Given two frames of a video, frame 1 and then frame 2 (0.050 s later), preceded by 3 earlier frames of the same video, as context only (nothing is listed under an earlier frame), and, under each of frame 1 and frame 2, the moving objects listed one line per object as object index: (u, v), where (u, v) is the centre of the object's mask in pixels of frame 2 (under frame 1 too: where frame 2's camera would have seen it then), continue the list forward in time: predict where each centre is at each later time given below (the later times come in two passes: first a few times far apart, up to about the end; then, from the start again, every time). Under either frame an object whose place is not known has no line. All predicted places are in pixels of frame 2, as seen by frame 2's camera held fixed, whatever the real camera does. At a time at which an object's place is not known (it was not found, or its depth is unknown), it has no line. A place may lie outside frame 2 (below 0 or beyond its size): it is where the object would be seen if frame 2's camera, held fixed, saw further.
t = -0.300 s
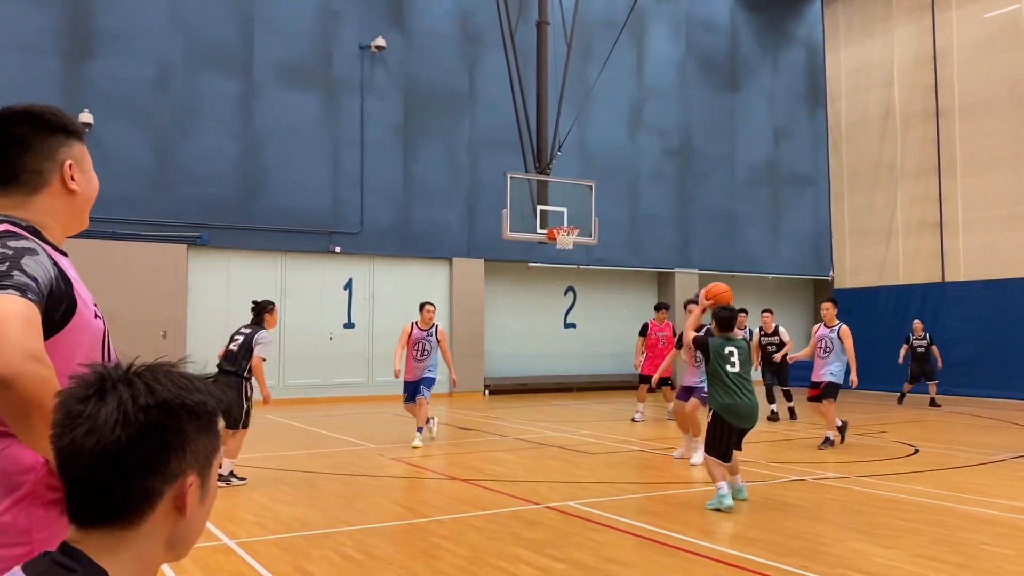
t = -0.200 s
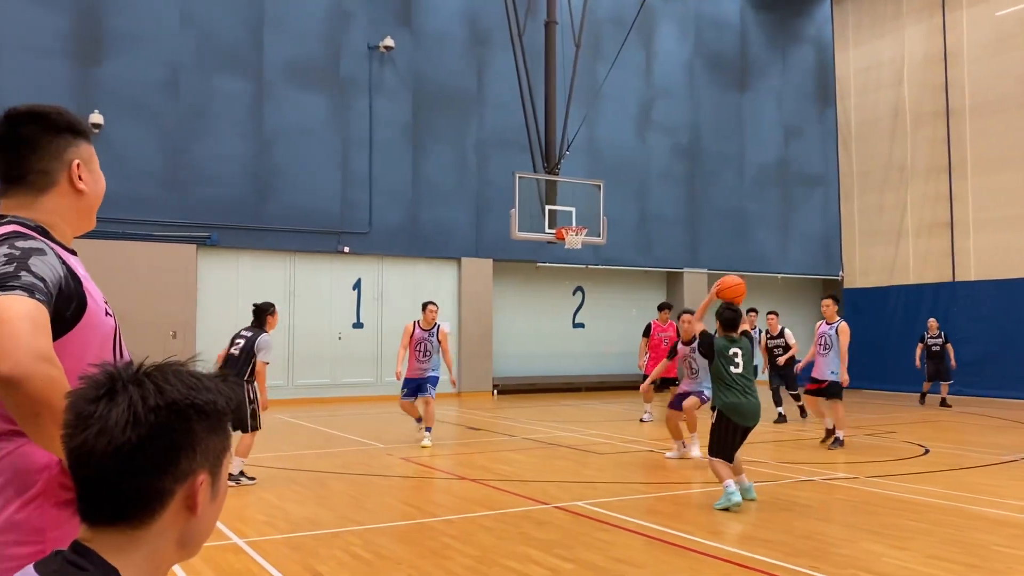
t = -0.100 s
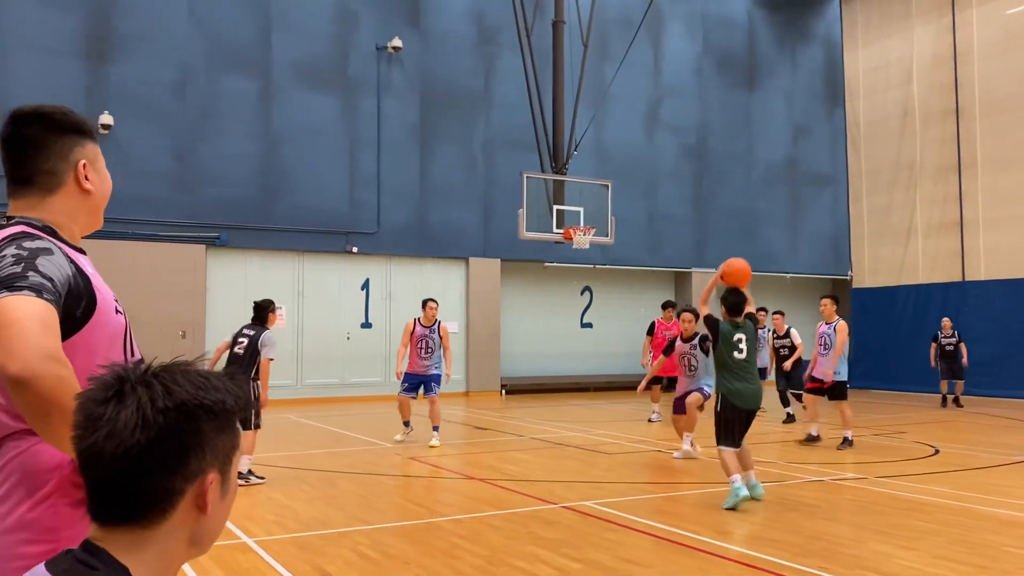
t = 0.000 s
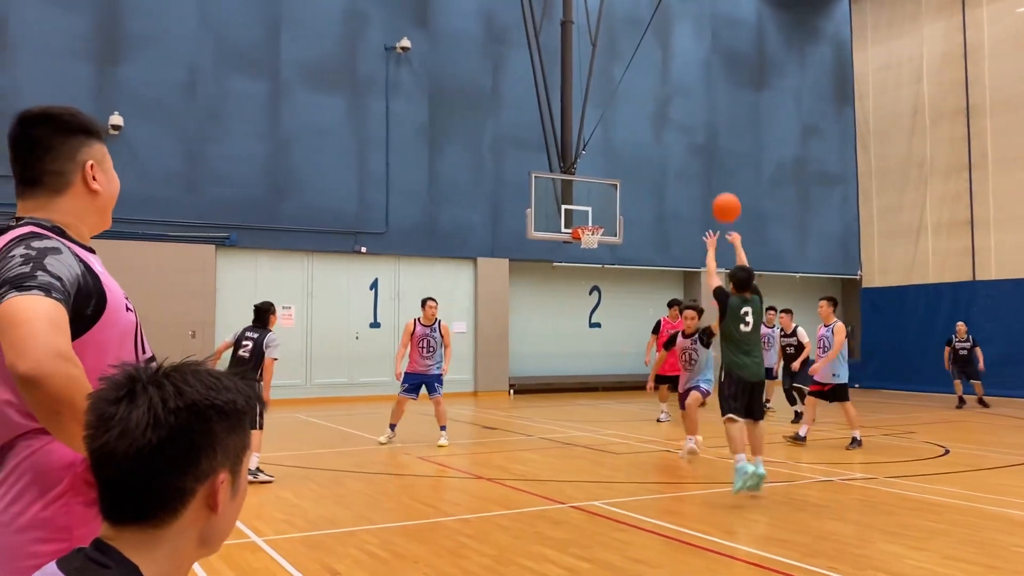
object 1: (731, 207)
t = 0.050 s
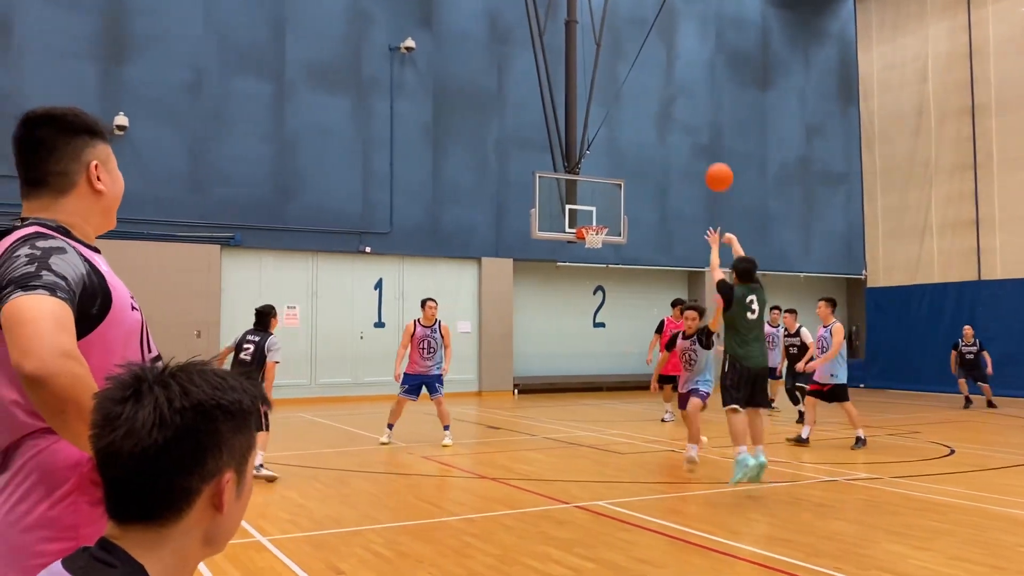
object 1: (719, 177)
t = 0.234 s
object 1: (684, 104)
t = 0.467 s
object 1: (651, 74)
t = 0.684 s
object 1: (630, 87)
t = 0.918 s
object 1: (611, 133)
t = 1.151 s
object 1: (596, 200)
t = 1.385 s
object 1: (601, 170)
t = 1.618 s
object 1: (614, 119)
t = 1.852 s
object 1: (627, 99)
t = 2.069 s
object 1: (639, 109)
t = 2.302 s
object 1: (653, 152)
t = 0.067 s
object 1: (715, 168)
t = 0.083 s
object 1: (712, 160)
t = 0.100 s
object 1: (708, 151)
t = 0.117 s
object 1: (704, 144)
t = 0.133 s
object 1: (701, 137)
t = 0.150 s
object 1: (698, 131)
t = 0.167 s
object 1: (695, 124)
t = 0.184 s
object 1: (692, 119)
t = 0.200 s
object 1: (689, 114)
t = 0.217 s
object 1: (686, 109)
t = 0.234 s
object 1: (684, 104)
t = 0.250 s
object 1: (681, 100)
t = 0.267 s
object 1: (679, 96)
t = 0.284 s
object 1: (676, 93)
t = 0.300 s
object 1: (674, 89)
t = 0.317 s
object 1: (671, 87)
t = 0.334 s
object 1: (669, 84)
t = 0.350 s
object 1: (666, 82)
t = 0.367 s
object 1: (664, 80)
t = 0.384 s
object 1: (662, 78)
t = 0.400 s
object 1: (660, 77)
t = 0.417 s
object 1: (657, 75)
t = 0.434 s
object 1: (655, 75)
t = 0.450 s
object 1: (654, 74)
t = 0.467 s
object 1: (651, 74)
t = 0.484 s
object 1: (649, 73)
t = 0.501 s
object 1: (648, 74)
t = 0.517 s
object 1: (646, 74)
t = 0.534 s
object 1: (644, 74)
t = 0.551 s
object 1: (642, 75)
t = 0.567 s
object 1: (641, 76)
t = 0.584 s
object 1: (639, 77)
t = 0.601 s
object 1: (637, 78)
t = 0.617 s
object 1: (636, 80)
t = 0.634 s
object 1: (634, 81)
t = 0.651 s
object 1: (633, 83)
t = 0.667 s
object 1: (631, 85)
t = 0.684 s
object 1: (630, 87)
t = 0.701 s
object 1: (628, 90)
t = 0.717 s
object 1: (627, 92)
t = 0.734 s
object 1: (626, 95)
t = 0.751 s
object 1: (624, 98)
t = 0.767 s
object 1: (623, 100)
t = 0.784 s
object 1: (621, 103)
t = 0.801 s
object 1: (620, 107)
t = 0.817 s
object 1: (619, 110)
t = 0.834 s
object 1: (618, 113)
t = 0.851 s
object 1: (616, 117)
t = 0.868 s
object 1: (614, 121)
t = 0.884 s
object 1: (614, 125)
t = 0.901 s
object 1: (612, 129)
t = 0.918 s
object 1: (611, 133)
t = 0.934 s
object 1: (610, 137)
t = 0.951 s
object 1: (608, 141)
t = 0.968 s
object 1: (608, 146)
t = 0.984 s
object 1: (607, 150)
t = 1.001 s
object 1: (606, 155)
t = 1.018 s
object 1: (605, 160)
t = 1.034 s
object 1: (603, 164)
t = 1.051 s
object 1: (602, 169)
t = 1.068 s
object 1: (601, 174)
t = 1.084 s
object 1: (600, 179)
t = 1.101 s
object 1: (599, 185)
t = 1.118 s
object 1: (598, 190)
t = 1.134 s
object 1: (597, 196)
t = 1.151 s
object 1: (596, 200)
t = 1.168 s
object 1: (595, 206)
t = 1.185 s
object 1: (594, 212)
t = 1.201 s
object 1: (592, 217)
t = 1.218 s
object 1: (592, 222)
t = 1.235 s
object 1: (592, 220)
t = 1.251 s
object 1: (594, 213)
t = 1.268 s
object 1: (594, 207)
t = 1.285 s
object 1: (596, 201)
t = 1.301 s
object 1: (596, 196)
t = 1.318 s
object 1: (597, 190)
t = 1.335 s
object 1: (598, 186)
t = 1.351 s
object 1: (599, 180)
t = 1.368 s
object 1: (600, 175)
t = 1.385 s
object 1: (601, 170)
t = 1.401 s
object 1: (602, 166)
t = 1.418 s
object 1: (603, 161)
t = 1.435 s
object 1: (604, 157)
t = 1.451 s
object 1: (605, 152)
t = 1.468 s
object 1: (606, 149)
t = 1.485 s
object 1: (607, 145)
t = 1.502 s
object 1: (607, 141)
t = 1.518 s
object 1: (608, 138)
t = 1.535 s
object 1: (609, 134)
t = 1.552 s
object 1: (610, 131)
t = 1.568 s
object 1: (611, 128)
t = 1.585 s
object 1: (612, 125)
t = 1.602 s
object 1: (613, 122)
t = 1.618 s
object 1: (614, 119)
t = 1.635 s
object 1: (615, 117)
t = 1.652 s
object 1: (616, 115)
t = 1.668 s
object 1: (617, 113)
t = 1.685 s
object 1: (618, 110)
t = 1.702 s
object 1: (618, 109)
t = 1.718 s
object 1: (620, 107)
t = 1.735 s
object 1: (620, 105)
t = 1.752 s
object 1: (621, 104)
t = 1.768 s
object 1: (622, 103)
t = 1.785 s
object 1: (623, 102)
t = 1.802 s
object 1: (624, 101)
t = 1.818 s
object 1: (625, 100)
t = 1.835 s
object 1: (626, 99)
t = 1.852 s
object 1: (627, 99)
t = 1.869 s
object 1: (628, 99)
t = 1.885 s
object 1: (629, 99)
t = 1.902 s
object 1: (630, 99)
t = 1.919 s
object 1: (630, 99)
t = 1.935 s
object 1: (632, 100)
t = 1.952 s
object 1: (633, 100)
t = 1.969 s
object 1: (633, 101)
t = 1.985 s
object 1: (634, 102)
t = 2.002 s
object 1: (636, 103)
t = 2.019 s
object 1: (636, 105)
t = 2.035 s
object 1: (637, 106)
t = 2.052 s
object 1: (638, 108)
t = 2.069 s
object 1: (639, 109)
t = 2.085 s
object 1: (640, 111)
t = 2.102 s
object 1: (641, 113)
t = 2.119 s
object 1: (642, 116)
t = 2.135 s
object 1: (643, 118)
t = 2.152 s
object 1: (644, 121)
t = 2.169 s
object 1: (645, 123)
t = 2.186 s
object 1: (646, 127)
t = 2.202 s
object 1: (647, 130)
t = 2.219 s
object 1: (648, 133)
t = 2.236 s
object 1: (648, 136)
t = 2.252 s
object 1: (650, 140)
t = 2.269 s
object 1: (651, 144)
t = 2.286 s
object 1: (652, 148)
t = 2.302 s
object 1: (653, 152)
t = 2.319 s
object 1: (653, 156)
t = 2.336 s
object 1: (655, 161)
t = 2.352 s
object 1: (656, 165)
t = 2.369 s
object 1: (657, 171)
